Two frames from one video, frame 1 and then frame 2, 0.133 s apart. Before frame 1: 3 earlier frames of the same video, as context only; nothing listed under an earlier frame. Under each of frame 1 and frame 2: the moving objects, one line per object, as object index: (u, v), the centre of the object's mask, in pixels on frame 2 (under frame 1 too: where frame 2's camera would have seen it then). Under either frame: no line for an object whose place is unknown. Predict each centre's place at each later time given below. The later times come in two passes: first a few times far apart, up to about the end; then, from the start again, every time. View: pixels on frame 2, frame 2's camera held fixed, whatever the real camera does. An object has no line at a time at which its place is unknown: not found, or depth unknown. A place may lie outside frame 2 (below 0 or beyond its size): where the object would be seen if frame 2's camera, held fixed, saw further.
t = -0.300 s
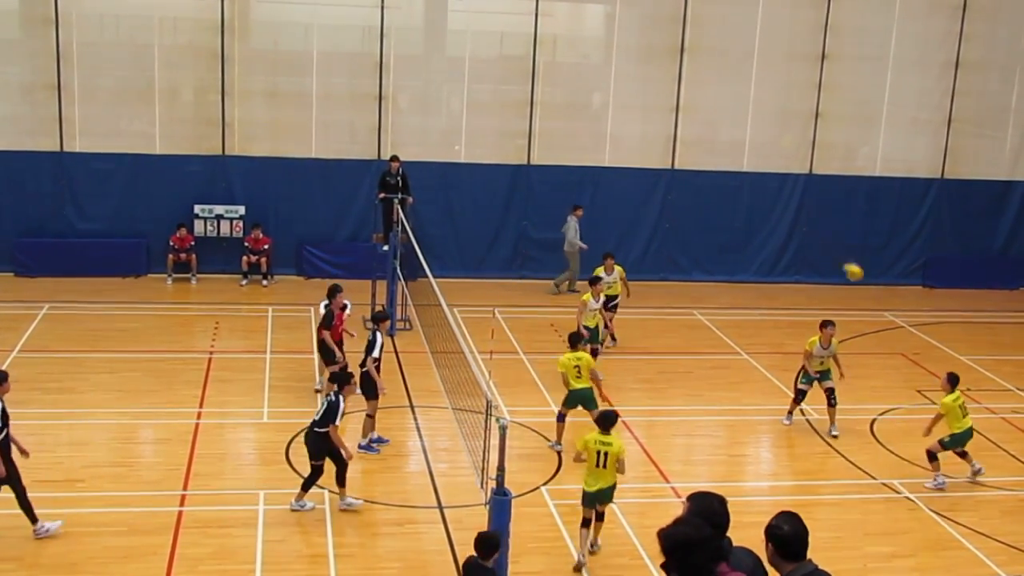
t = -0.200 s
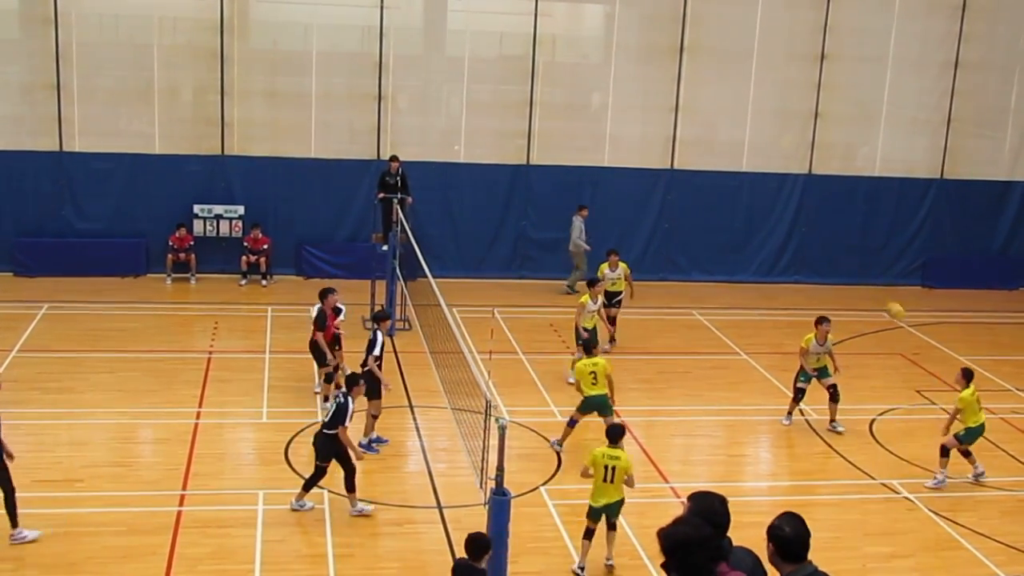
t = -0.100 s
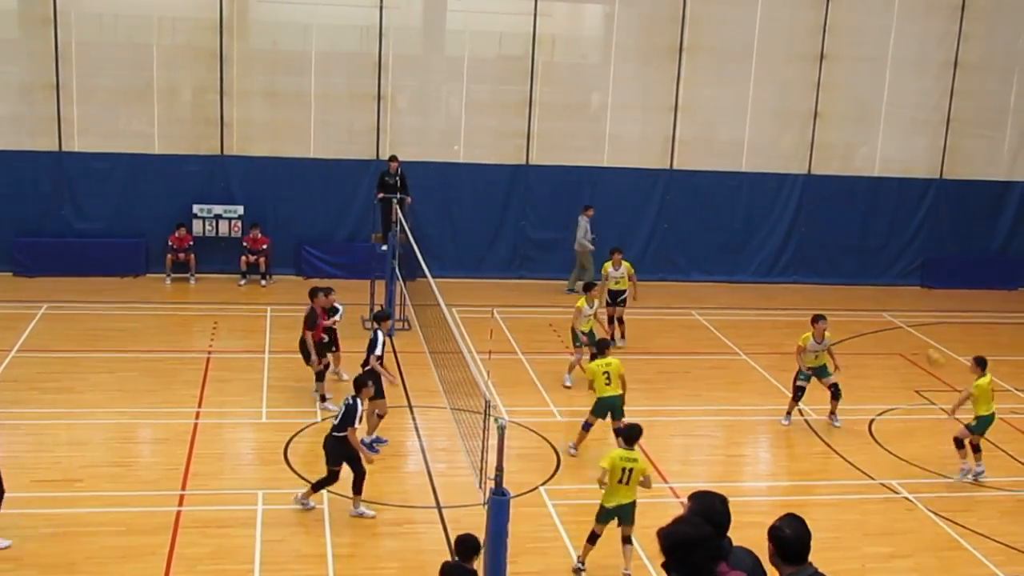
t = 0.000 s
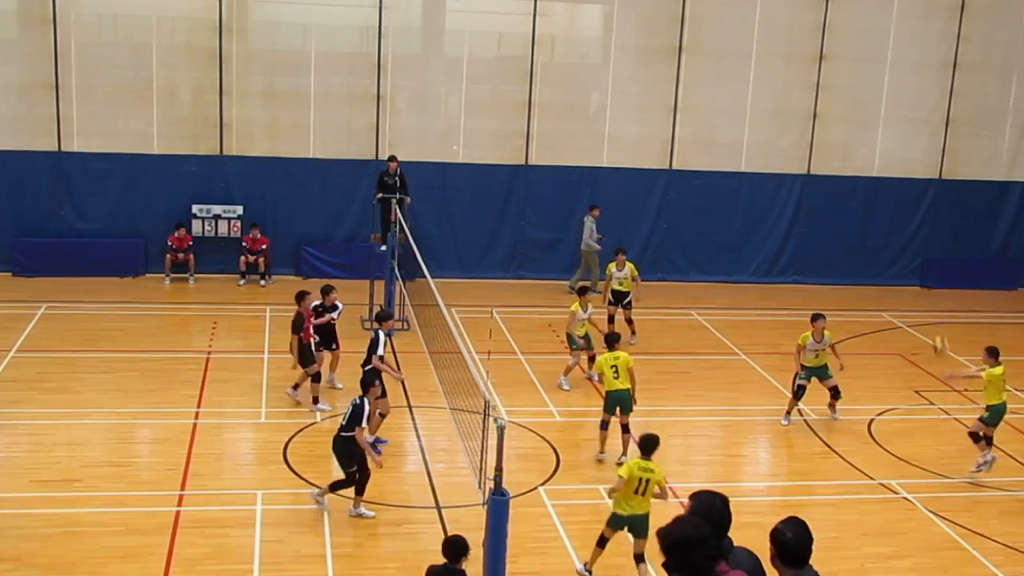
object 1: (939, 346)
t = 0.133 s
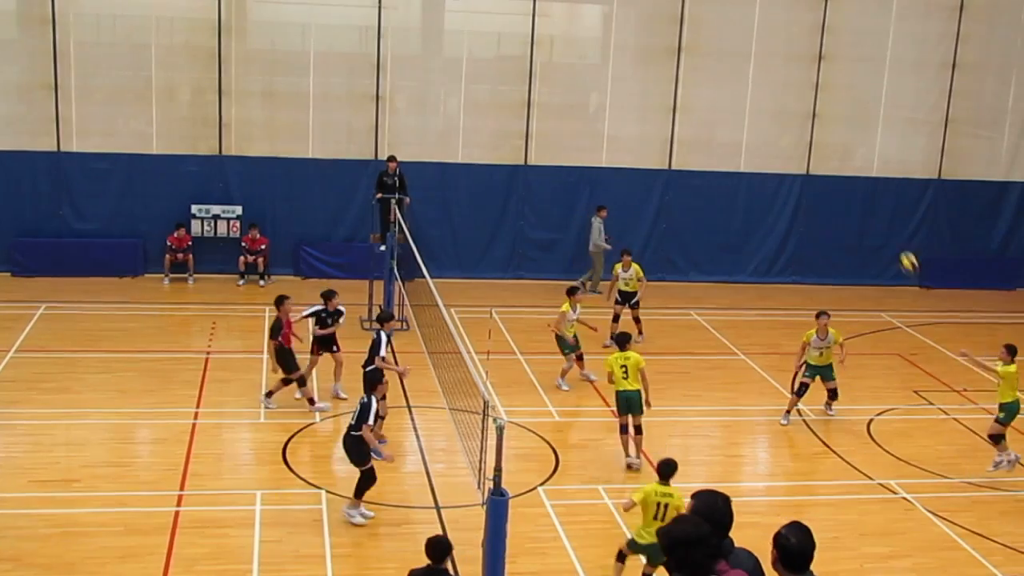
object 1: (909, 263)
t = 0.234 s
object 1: (883, 207)
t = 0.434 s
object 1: (830, 121)
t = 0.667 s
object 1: (767, 63)
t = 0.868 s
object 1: (711, 47)
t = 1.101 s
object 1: (645, 67)
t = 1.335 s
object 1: (583, 127)
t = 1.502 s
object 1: (540, 192)
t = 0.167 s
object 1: (900, 243)
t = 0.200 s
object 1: (892, 225)
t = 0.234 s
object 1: (883, 207)
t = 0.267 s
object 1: (874, 191)
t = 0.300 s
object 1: (865, 176)
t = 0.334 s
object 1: (857, 161)
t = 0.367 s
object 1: (848, 147)
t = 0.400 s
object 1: (839, 134)
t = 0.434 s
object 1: (830, 121)
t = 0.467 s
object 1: (821, 111)
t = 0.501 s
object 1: (812, 100)
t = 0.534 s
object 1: (804, 91)
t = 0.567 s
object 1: (794, 83)
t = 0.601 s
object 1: (785, 75)
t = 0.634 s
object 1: (776, 69)
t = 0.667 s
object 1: (767, 63)
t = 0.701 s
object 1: (756, 58)
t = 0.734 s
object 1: (748, 54)
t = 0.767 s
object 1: (739, 51)
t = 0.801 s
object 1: (730, 48)
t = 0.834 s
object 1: (720, 47)
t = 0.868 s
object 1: (711, 47)
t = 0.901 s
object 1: (701, 47)
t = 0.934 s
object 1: (692, 48)
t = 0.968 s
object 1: (683, 50)
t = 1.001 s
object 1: (674, 54)
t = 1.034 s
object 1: (664, 57)
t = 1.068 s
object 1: (655, 62)
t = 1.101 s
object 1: (645, 67)
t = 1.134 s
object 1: (637, 74)
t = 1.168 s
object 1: (628, 81)
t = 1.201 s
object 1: (618, 89)
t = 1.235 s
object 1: (610, 97)
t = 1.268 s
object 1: (601, 106)
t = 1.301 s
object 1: (592, 116)
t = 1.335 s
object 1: (583, 127)
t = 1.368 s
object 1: (574, 139)
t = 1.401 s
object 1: (566, 152)
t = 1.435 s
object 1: (557, 165)
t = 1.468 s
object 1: (549, 178)
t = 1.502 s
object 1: (540, 192)
